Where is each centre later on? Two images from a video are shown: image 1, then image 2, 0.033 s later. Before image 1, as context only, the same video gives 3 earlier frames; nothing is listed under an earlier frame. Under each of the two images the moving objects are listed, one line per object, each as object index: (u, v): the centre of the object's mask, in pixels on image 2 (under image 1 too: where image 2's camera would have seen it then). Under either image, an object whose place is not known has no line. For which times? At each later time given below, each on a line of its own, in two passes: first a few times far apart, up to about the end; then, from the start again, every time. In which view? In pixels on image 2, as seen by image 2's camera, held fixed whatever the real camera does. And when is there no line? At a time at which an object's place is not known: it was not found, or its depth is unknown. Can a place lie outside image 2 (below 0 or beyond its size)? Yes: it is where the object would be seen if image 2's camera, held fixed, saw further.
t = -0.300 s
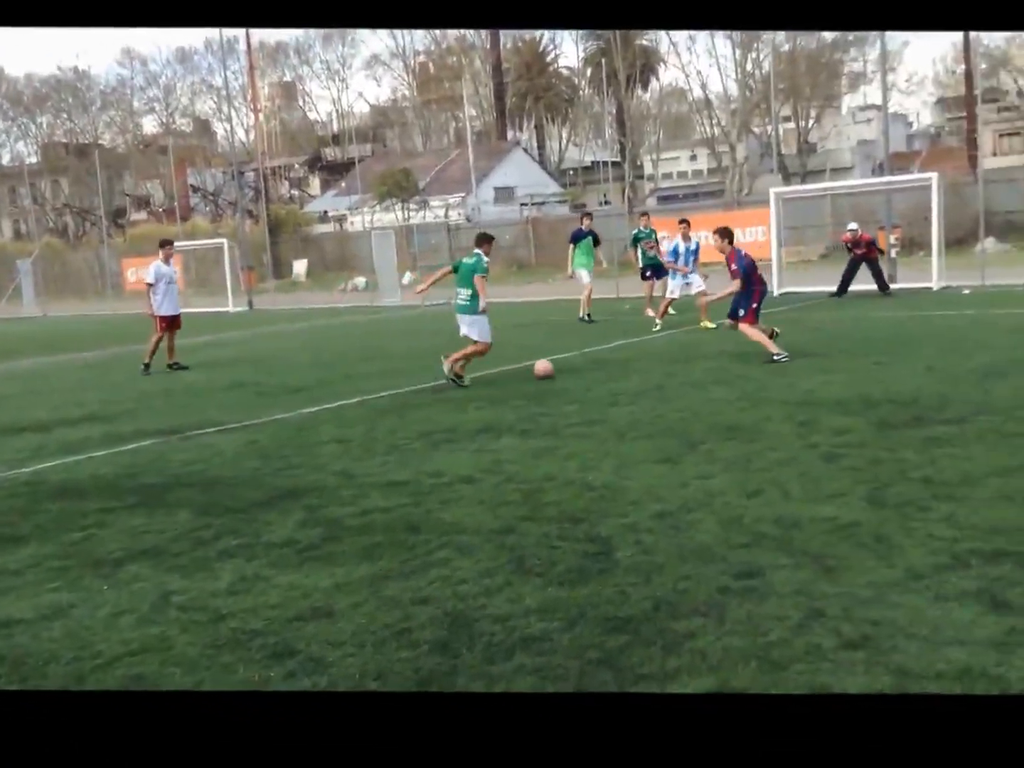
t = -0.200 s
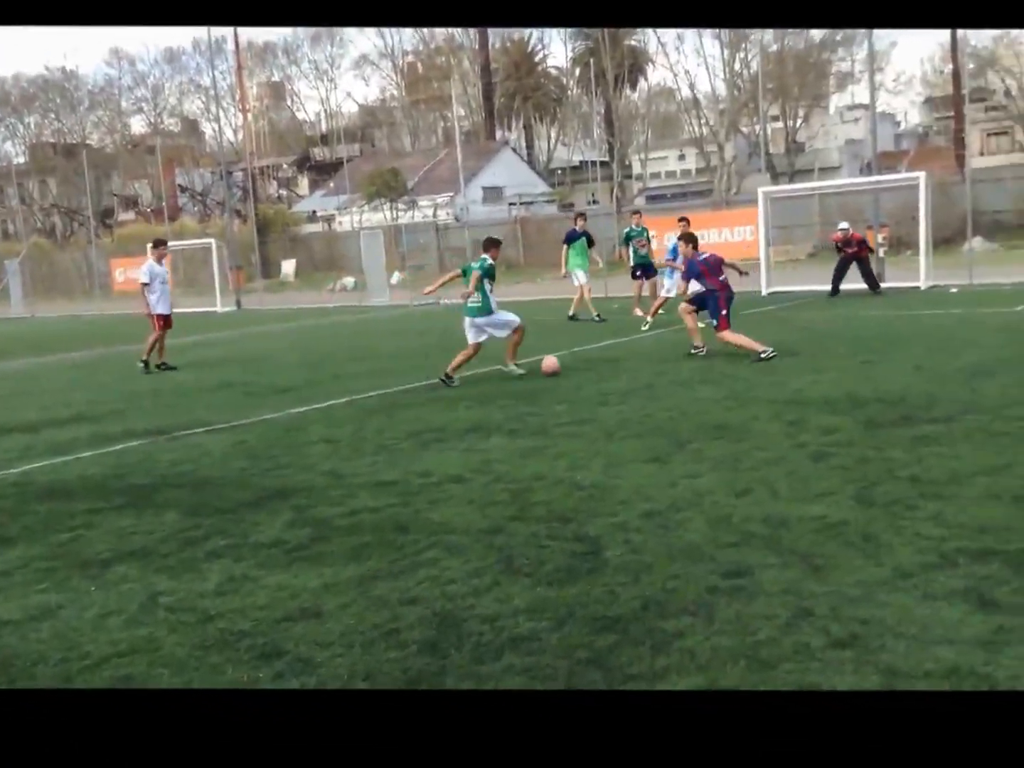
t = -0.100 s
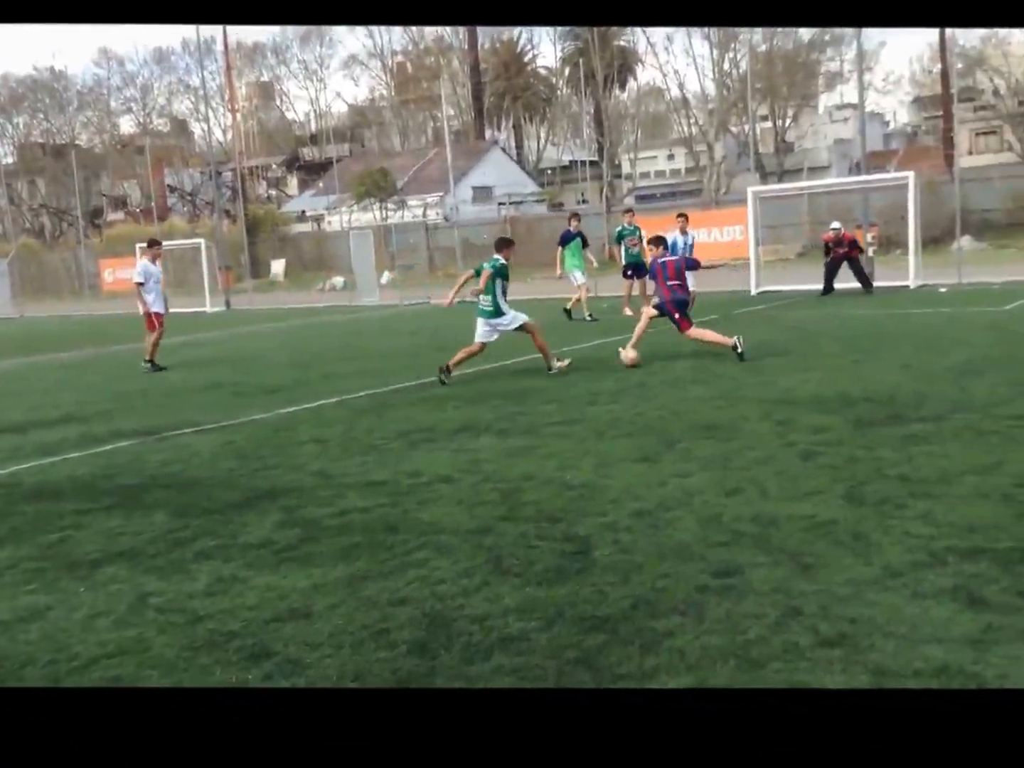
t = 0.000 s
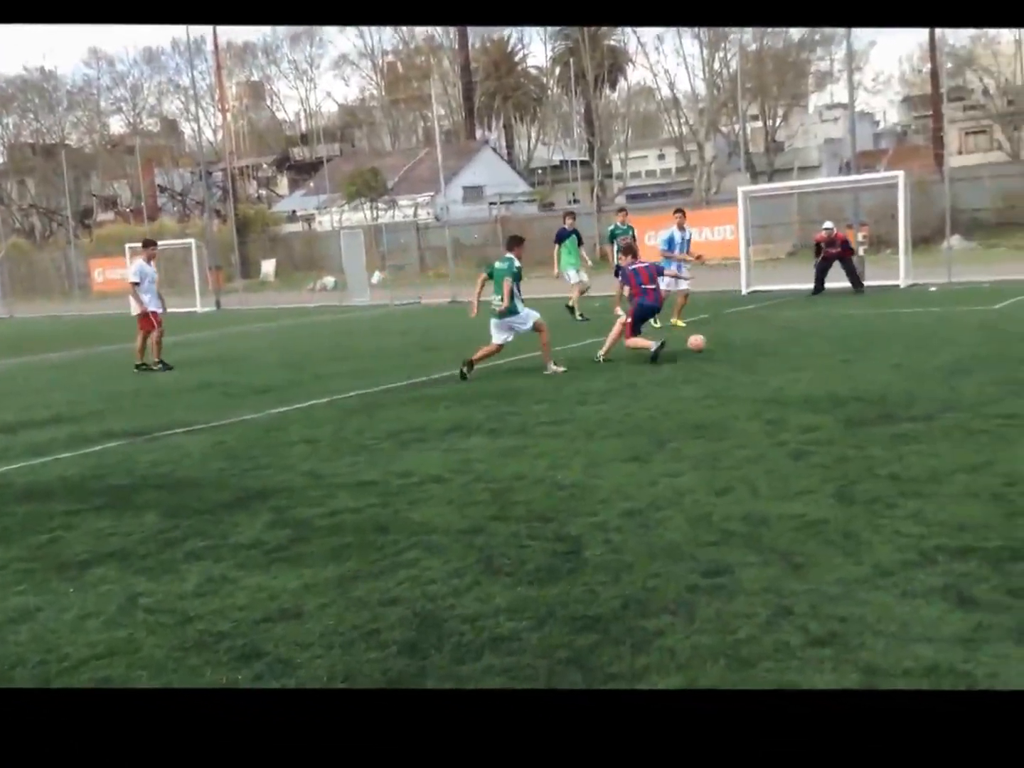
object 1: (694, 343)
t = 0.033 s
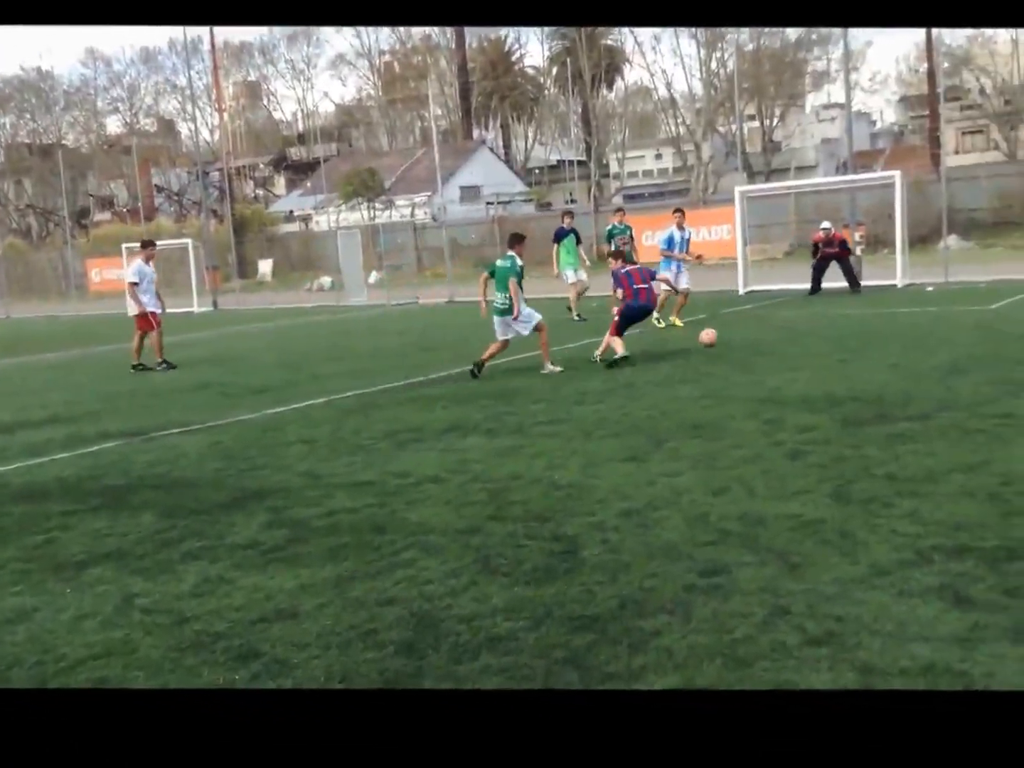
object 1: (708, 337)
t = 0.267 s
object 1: (811, 324)
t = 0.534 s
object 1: (924, 318)
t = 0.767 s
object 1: (1018, 317)
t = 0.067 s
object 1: (723, 332)
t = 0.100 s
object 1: (738, 328)
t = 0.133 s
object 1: (753, 325)
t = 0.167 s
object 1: (767, 323)
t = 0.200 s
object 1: (781, 322)
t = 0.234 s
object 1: (796, 322)
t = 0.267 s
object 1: (811, 324)
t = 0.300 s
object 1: (825, 326)
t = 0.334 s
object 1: (840, 328)
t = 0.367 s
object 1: (857, 333)
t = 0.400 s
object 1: (871, 333)
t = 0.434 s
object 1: (883, 328)
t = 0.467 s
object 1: (897, 323)
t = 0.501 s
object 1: (911, 320)
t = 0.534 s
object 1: (924, 318)
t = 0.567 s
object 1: (937, 317)
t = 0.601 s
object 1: (951, 316)
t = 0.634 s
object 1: (966, 317)
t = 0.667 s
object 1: (978, 320)
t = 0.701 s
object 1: (992, 320)
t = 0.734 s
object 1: (1005, 318)
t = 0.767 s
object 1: (1018, 317)
